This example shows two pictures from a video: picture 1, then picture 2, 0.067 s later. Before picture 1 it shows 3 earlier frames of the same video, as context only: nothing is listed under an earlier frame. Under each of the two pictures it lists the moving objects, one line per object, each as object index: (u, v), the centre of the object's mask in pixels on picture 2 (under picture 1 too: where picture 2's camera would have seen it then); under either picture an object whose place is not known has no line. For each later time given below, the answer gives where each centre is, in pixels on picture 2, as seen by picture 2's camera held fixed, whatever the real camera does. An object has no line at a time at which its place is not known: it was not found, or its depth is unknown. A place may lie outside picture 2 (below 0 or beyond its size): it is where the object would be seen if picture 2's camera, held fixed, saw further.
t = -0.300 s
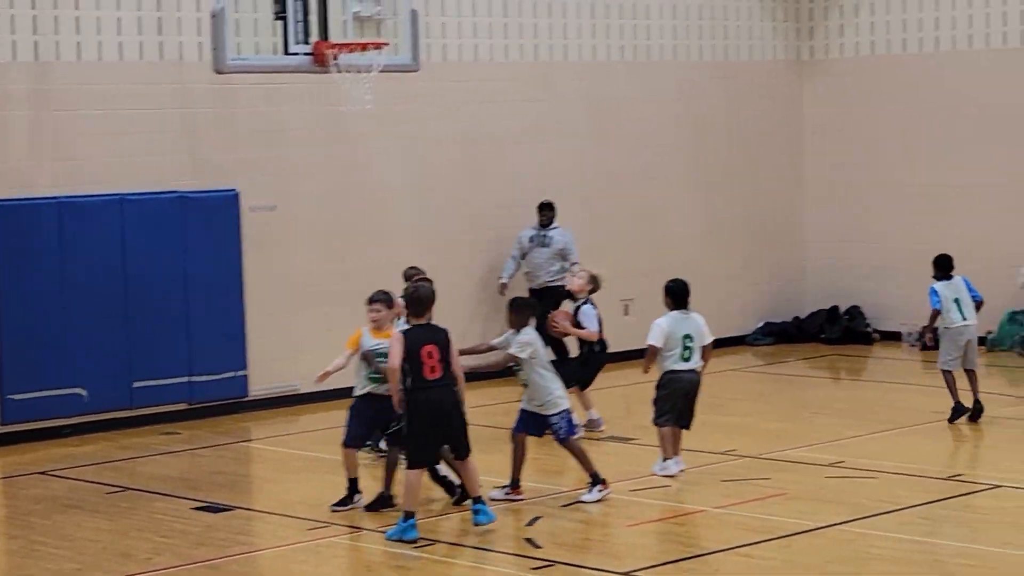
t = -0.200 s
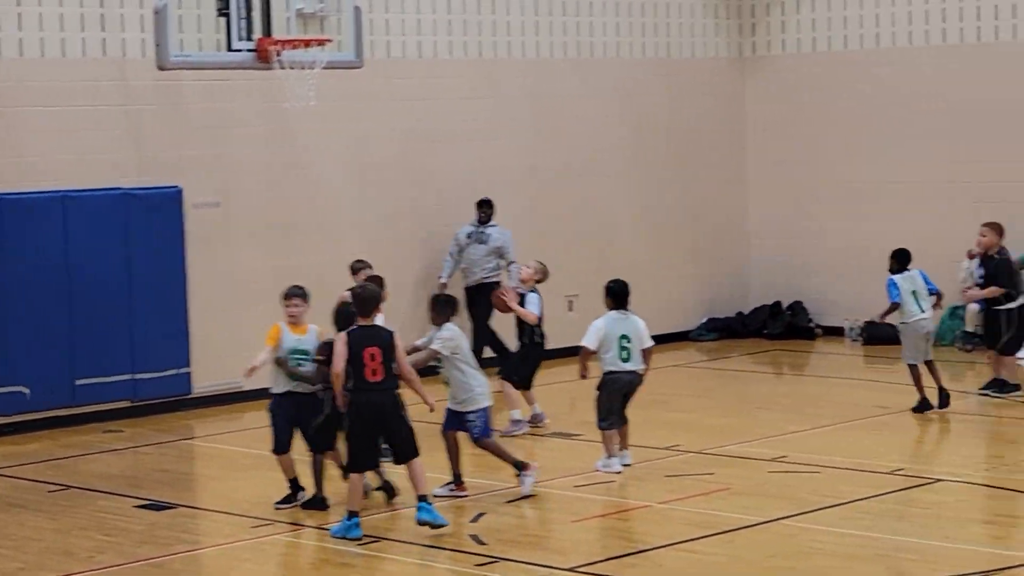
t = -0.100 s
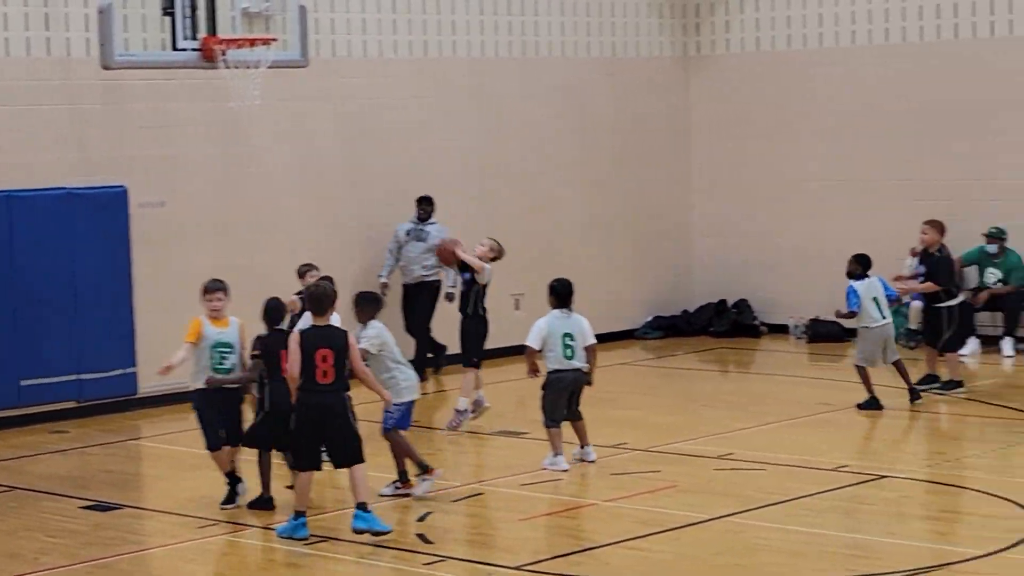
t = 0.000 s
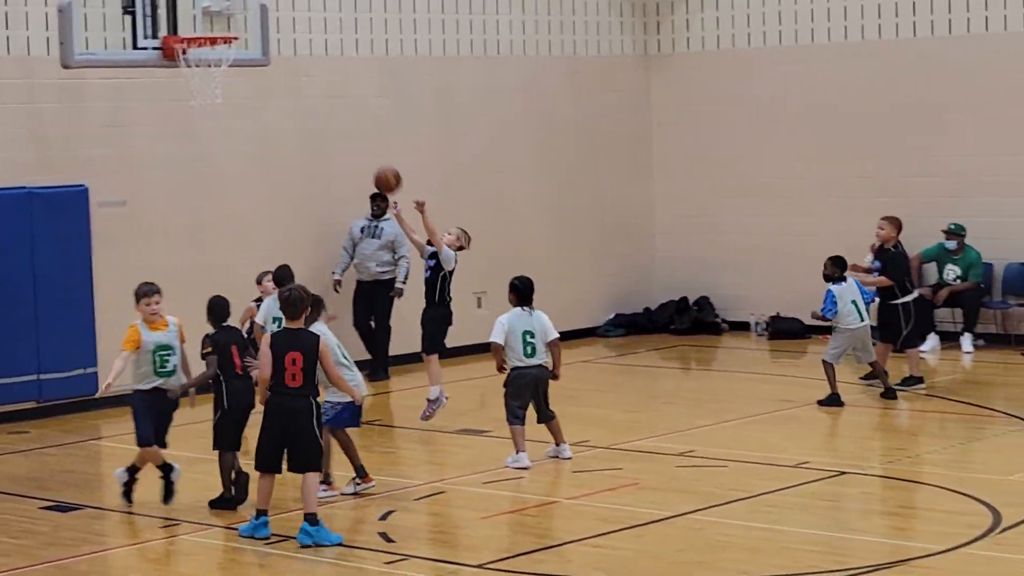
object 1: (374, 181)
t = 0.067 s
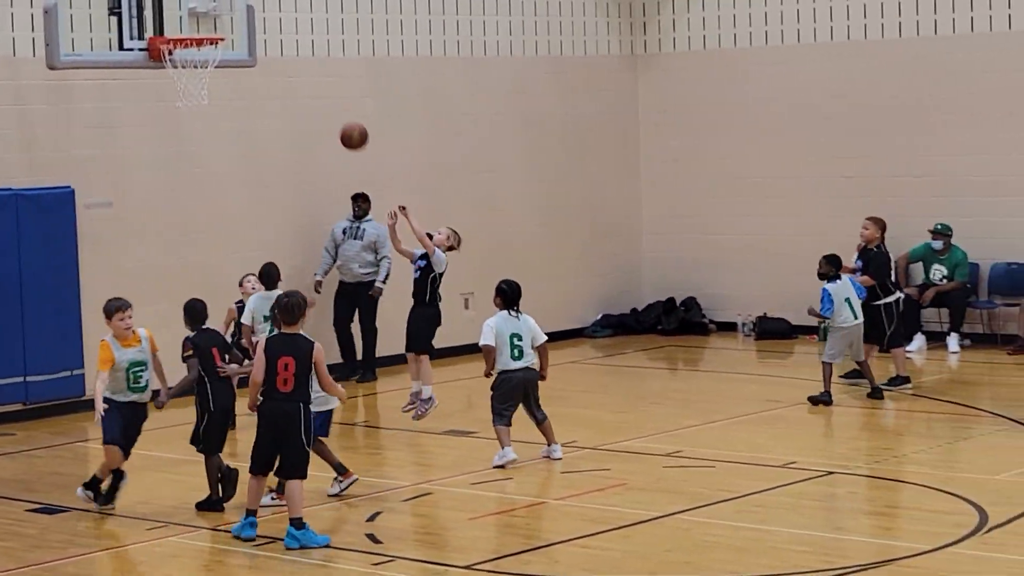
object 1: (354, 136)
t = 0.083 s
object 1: (349, 125)
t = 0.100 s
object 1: (344, 116)
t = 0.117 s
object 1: (339, 106)
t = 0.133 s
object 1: (334, 97)
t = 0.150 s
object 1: (329, 87)
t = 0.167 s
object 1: (324, 79)
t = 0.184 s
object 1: (319, 71)
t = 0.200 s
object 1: (313, 63)
